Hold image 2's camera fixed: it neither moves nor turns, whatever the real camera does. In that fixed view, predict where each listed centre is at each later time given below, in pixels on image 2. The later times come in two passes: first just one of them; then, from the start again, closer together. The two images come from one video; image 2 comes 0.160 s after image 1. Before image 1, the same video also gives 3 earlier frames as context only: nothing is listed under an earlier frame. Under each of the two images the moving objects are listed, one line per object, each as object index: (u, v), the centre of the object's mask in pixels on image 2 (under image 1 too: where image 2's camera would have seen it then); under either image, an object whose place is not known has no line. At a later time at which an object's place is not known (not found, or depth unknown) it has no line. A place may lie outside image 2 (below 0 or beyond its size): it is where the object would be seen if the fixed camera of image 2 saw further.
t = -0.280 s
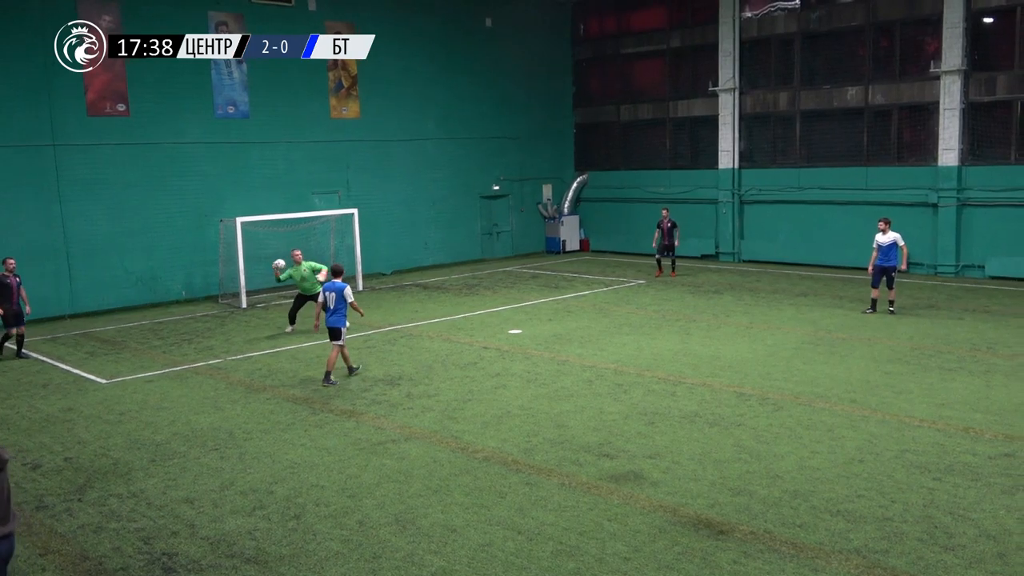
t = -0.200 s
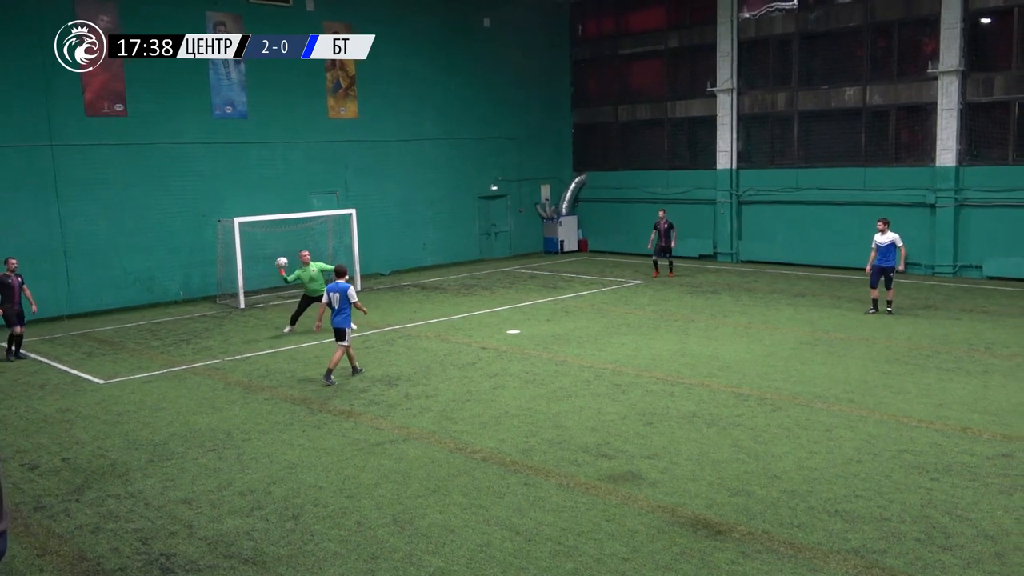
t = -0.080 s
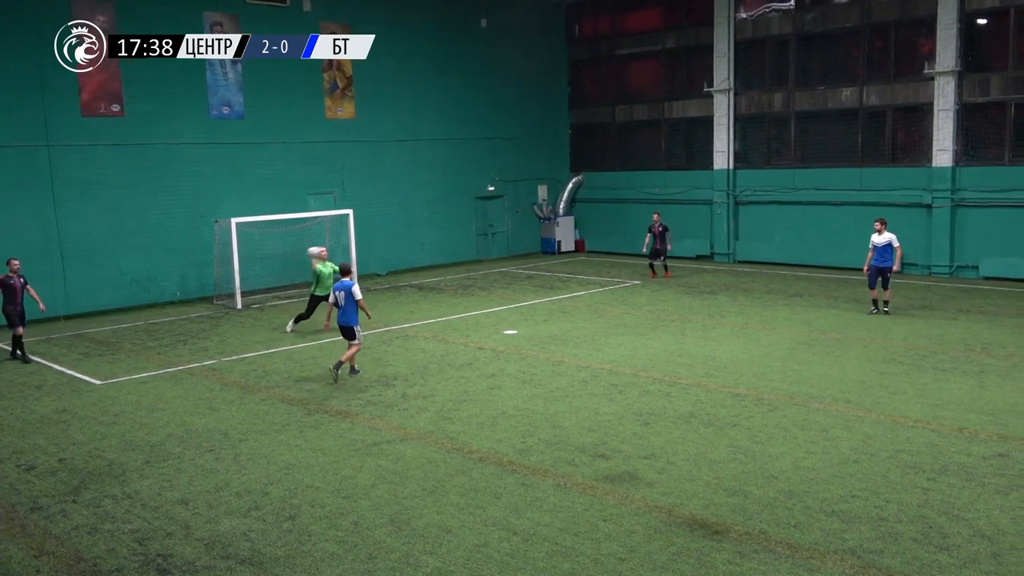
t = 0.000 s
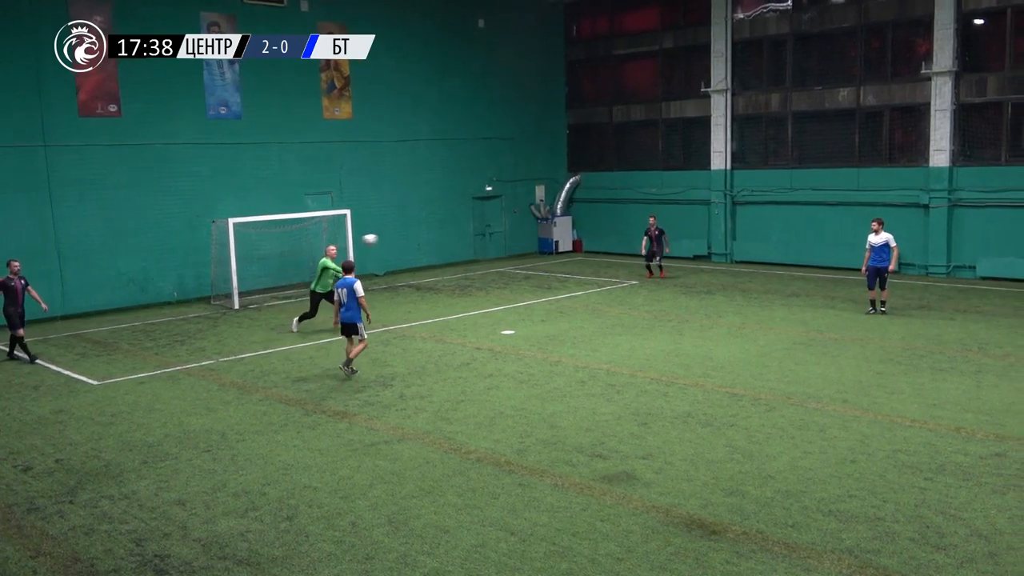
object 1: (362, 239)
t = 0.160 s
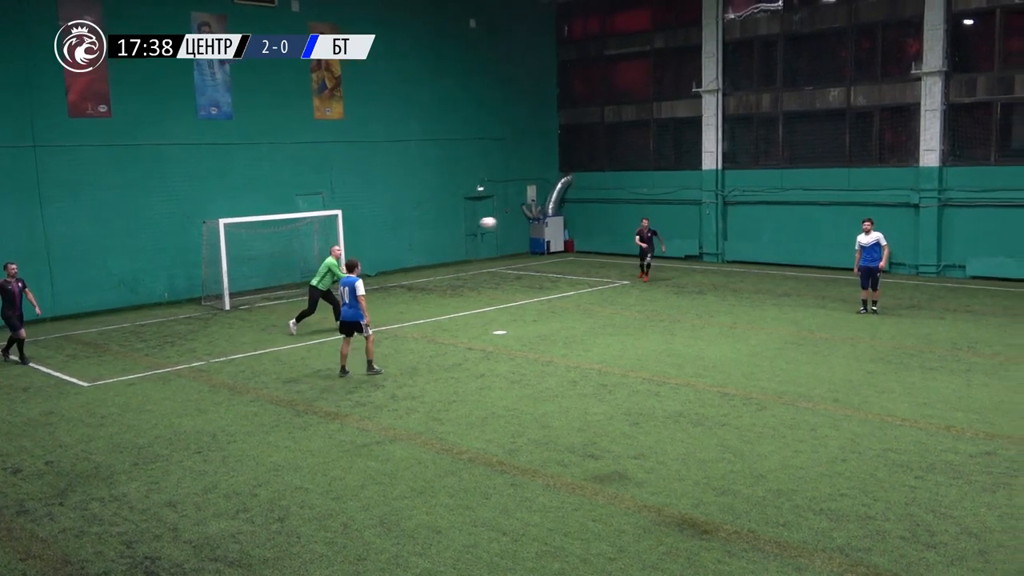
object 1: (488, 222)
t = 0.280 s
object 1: (589, 217)
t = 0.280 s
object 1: (589, 217)
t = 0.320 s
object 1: (624, 217)
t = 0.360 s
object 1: (659, 218)
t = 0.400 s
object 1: (695, 220)
